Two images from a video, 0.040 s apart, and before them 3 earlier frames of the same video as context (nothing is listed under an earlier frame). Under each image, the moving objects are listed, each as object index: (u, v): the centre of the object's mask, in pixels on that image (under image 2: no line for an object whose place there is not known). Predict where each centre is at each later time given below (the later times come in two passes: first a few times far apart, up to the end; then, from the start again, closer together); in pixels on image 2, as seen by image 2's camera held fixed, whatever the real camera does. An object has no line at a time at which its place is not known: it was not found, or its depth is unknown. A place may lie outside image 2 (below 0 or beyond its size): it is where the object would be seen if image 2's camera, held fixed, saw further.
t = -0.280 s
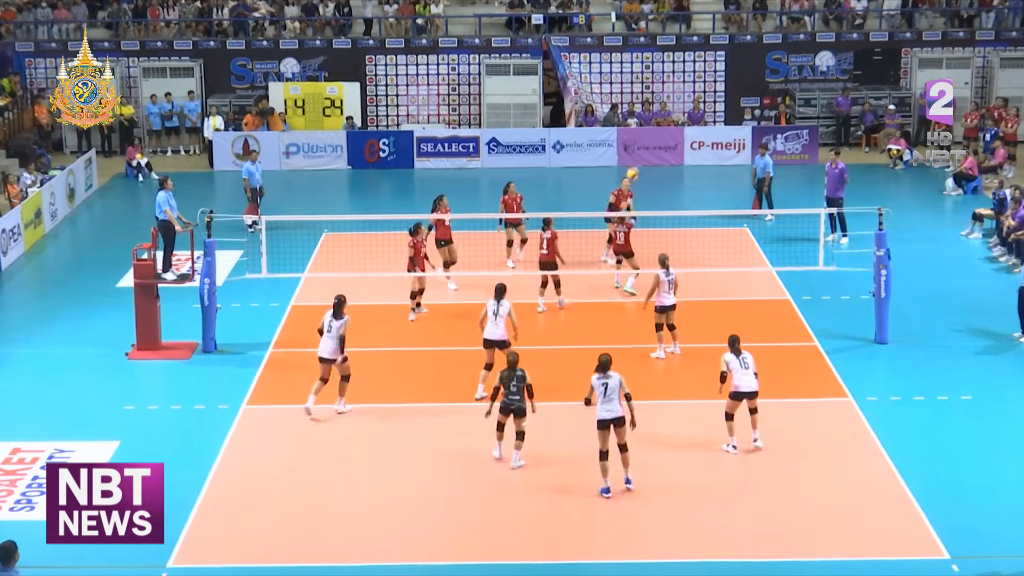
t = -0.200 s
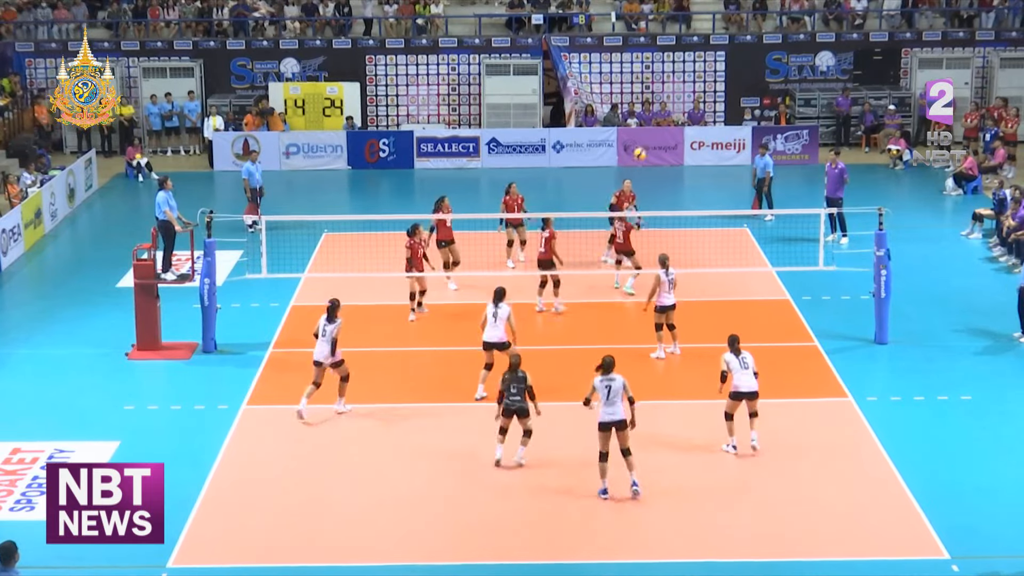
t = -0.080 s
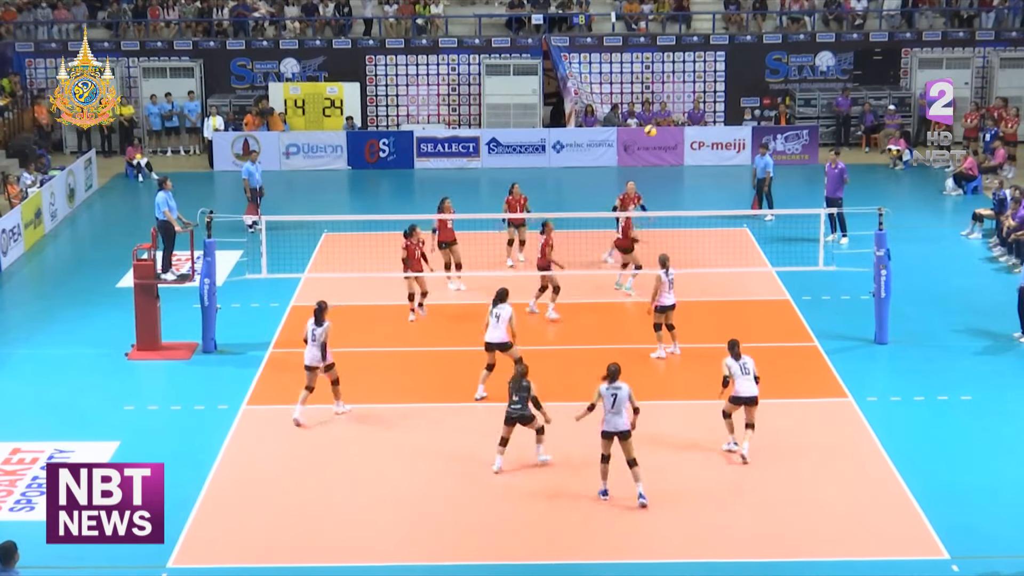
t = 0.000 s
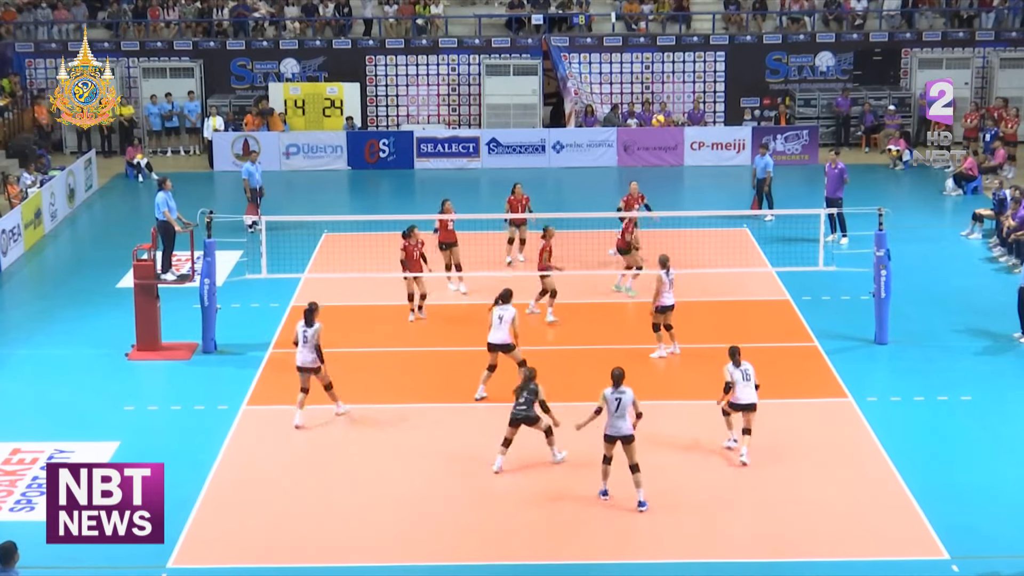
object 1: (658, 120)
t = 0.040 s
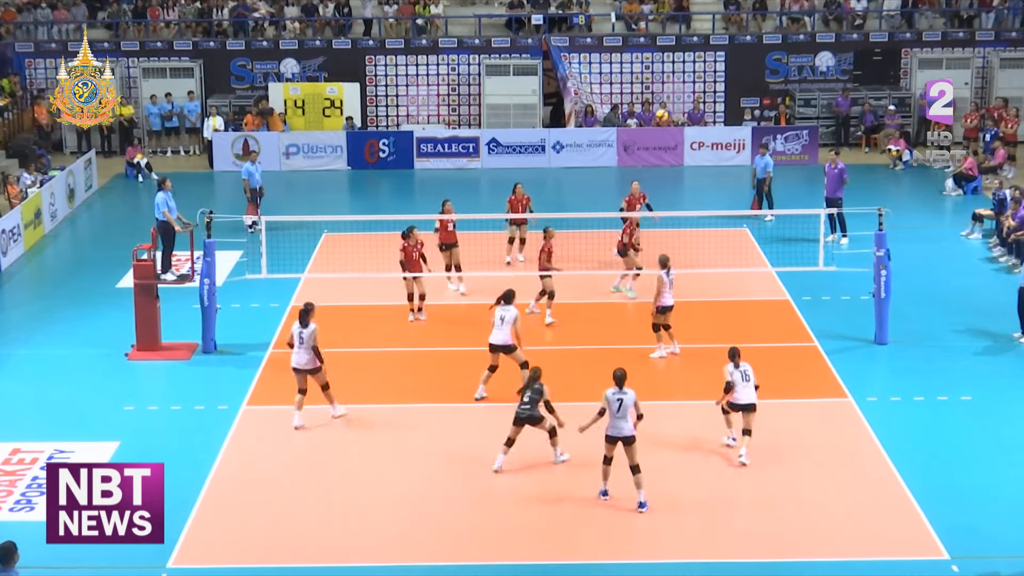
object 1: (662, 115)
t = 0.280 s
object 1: (685, 108)
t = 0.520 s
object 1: (707, 135)
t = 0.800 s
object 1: (734, 214)
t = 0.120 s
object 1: (669, 109)
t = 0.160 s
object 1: (673, 107)
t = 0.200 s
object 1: (676, 106)
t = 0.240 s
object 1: (681, 107)
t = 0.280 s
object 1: (685, 108)
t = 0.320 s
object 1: (688, 109)
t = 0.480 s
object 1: (704, 128)
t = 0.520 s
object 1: (707, 135)
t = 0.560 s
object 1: (712, 144)
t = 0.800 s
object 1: (734, 214)
